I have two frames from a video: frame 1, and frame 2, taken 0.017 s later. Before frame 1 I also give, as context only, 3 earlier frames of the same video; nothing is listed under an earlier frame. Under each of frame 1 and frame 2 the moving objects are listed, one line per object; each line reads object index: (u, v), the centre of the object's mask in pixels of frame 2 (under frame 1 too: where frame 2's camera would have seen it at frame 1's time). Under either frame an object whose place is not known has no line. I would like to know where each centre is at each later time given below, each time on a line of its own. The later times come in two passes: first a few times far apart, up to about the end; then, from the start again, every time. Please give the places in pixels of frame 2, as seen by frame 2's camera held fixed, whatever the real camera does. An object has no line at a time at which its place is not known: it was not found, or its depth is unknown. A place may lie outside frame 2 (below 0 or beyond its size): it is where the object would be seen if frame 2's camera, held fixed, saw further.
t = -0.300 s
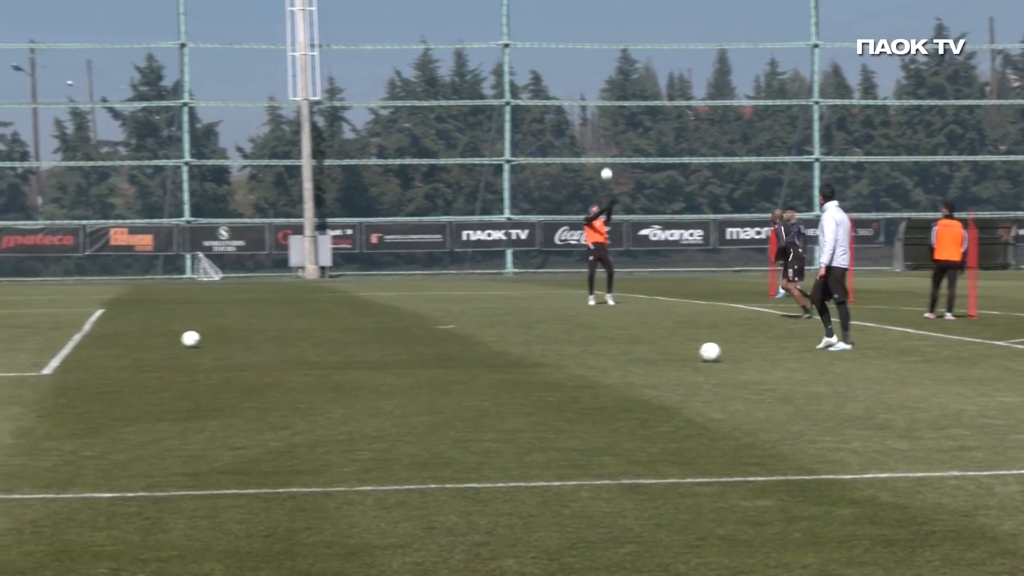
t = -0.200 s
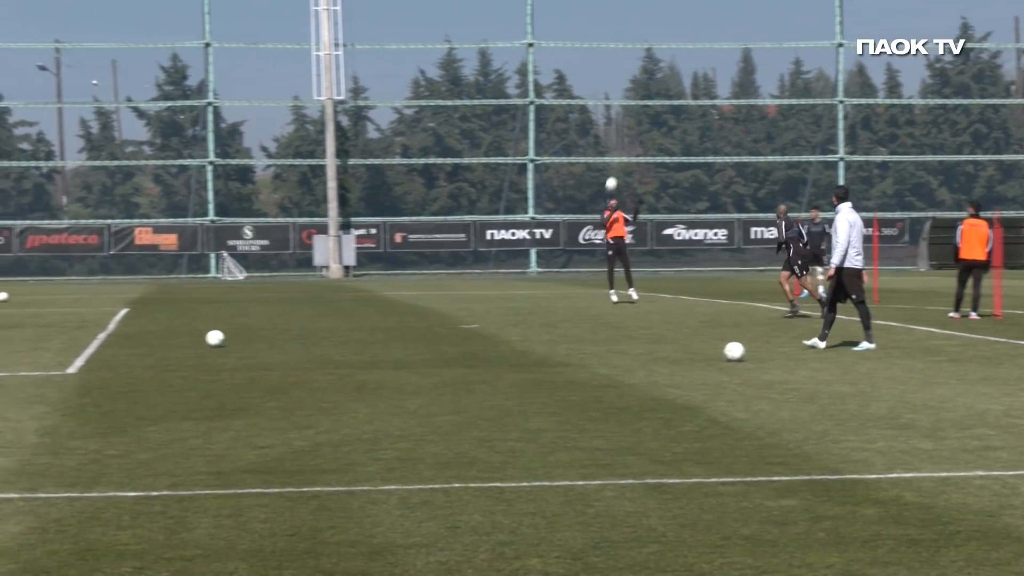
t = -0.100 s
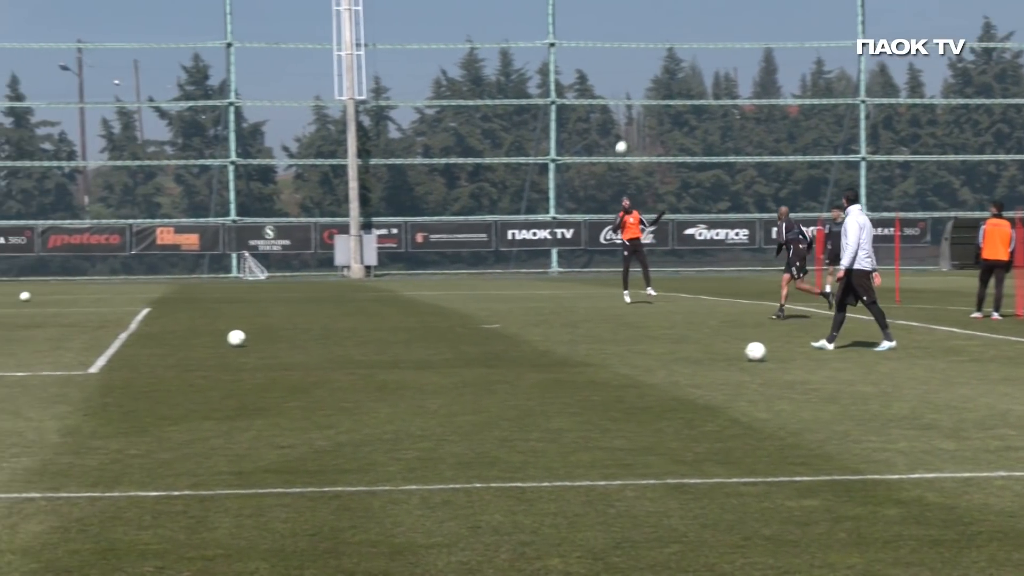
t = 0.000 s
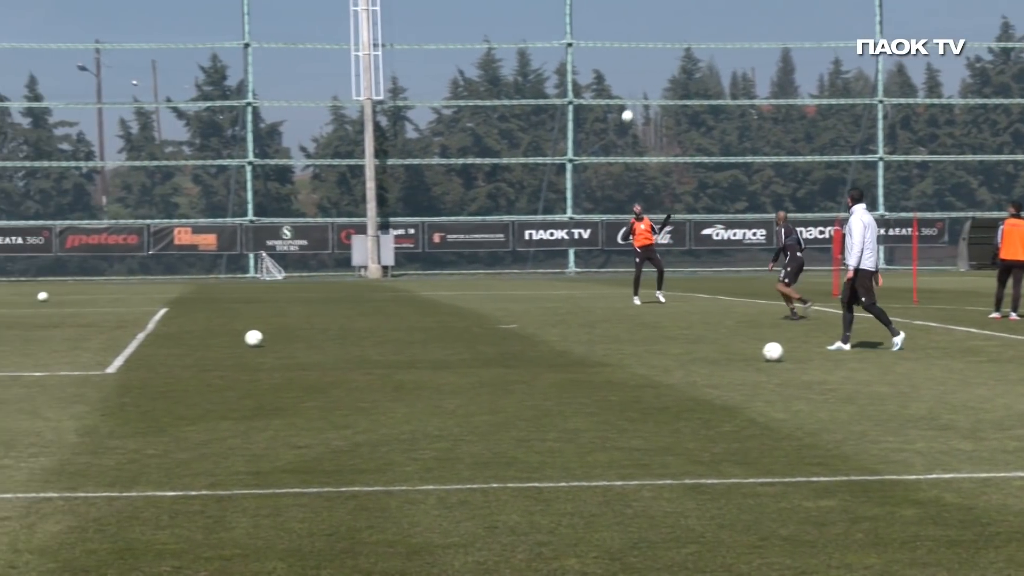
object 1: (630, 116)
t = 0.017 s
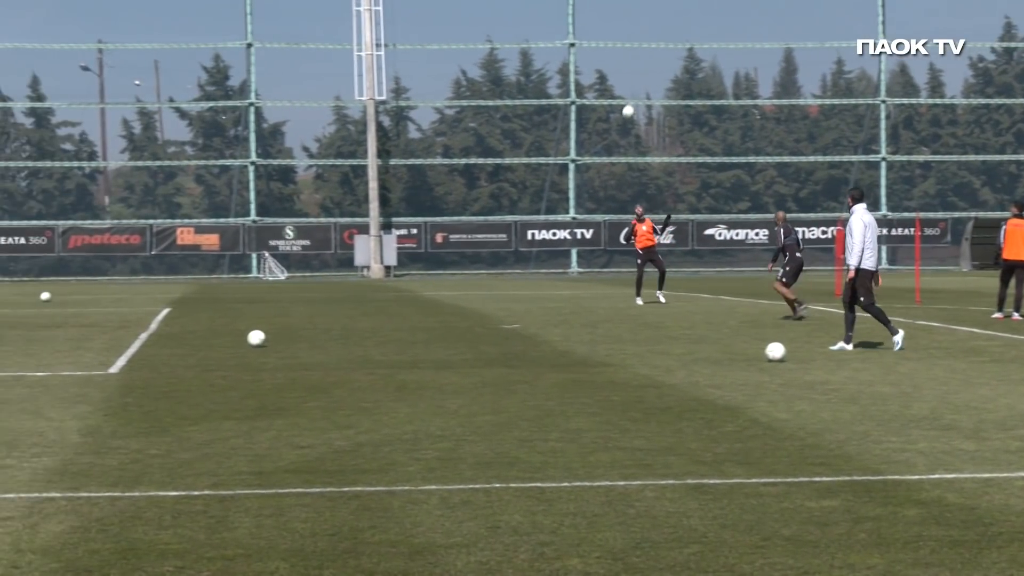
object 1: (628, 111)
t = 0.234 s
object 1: (604, 62)
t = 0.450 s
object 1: (580, 37)
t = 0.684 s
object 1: (554, 39)
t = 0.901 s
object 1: (529, 69)
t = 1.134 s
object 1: (503, 137)
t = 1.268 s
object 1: (487, 193)
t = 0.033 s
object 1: (626, 106)
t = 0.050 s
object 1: (624, 102)
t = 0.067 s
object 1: (622, 97)
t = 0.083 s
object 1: (620, 93)
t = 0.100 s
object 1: (618, 89)
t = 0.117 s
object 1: (617, 85)
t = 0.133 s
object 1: (615, 82)
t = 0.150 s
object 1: (613, 78)
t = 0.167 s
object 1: (611, 74)
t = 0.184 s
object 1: (610, 71)
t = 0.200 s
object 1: (608, 68)
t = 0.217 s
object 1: (606, 65)
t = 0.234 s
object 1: (604, 62)
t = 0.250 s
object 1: (602, 59)
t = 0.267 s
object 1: (600, 57)
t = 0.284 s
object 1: (599, 54)
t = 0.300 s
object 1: (597, 52)
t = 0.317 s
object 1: (595, 50)
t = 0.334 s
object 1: (593, 47)
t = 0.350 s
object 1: (591, 46)
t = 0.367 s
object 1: (589, 44)
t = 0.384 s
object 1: (588, 42)
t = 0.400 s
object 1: (586, 41)
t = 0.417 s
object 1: (584, 39)
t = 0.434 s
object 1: (582, 38)
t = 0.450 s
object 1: (580, 37)
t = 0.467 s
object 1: (579, 36)
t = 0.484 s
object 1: (577, 35)
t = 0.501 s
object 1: (575, 35)
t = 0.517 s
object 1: (573, 34)
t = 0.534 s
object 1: (571, 34)
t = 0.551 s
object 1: (569, 34)
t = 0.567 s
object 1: (567, 34)
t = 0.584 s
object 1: (565, 34)
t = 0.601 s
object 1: (563, 35)
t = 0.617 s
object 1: (561, 35)
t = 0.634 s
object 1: (560, 36)
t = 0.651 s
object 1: (558, 37)
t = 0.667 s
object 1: (556, 38)
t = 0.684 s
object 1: (554, 39)
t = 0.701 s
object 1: (552, 40)
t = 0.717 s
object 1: (551, 42)
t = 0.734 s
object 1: (549, 44)
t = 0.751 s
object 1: (547, 45)
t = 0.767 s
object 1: (545, 47)
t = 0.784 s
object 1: (543, 49)
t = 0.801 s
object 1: (541, 52)
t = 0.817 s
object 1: (539, 55)
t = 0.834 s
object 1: (537, 57)
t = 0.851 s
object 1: (535, 60)
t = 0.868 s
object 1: (533, 63)
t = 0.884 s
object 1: (531, 66)
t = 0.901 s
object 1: (529, 69)
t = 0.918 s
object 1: (528, 73)
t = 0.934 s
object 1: (526, 77)
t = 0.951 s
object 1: (524, 81)
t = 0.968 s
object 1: (522, 85)
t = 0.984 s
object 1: (520, 90)
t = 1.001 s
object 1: (518, 94)
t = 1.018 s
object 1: (516, 99)
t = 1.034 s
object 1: (514, 104)
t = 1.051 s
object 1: (512, 109)
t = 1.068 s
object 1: (510, 114)
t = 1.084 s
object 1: (508, 120)
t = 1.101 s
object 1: (507, 125)
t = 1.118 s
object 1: (504, 131)
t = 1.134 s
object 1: (503, 137)
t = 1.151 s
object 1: (501, 144)
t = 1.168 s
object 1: (499, 150)
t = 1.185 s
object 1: (496, 156)
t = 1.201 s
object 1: (495, 164)
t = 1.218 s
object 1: (493, 171)
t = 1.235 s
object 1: (491, 178)
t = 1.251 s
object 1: (489, 186)
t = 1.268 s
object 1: (487, 193)
